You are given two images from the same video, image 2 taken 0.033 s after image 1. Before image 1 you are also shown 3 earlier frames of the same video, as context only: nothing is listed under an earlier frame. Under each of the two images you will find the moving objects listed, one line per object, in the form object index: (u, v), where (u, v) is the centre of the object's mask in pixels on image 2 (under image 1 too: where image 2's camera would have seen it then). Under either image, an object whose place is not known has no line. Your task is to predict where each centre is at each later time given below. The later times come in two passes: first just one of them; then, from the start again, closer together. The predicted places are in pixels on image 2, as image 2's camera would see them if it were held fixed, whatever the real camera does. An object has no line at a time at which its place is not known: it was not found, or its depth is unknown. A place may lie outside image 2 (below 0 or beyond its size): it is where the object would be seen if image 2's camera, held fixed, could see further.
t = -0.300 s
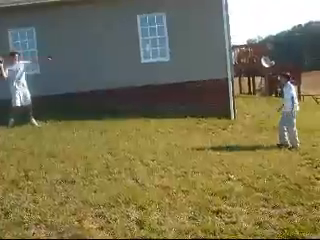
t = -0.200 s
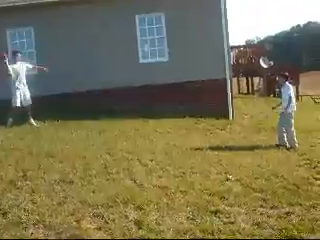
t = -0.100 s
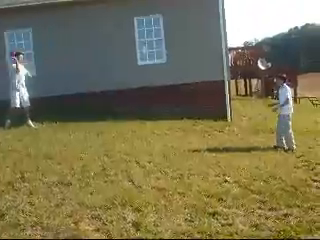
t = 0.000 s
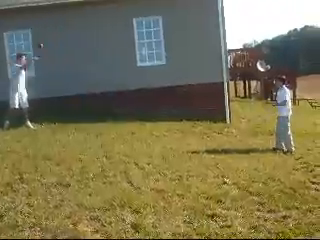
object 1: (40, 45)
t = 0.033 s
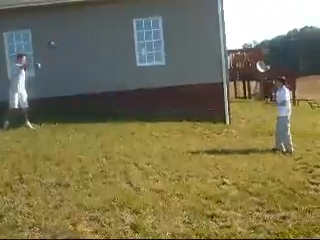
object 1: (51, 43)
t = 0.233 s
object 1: (122, 41)
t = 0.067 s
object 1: (63, 42)
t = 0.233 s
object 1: (122, 41)
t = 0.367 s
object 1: (170, 50)
